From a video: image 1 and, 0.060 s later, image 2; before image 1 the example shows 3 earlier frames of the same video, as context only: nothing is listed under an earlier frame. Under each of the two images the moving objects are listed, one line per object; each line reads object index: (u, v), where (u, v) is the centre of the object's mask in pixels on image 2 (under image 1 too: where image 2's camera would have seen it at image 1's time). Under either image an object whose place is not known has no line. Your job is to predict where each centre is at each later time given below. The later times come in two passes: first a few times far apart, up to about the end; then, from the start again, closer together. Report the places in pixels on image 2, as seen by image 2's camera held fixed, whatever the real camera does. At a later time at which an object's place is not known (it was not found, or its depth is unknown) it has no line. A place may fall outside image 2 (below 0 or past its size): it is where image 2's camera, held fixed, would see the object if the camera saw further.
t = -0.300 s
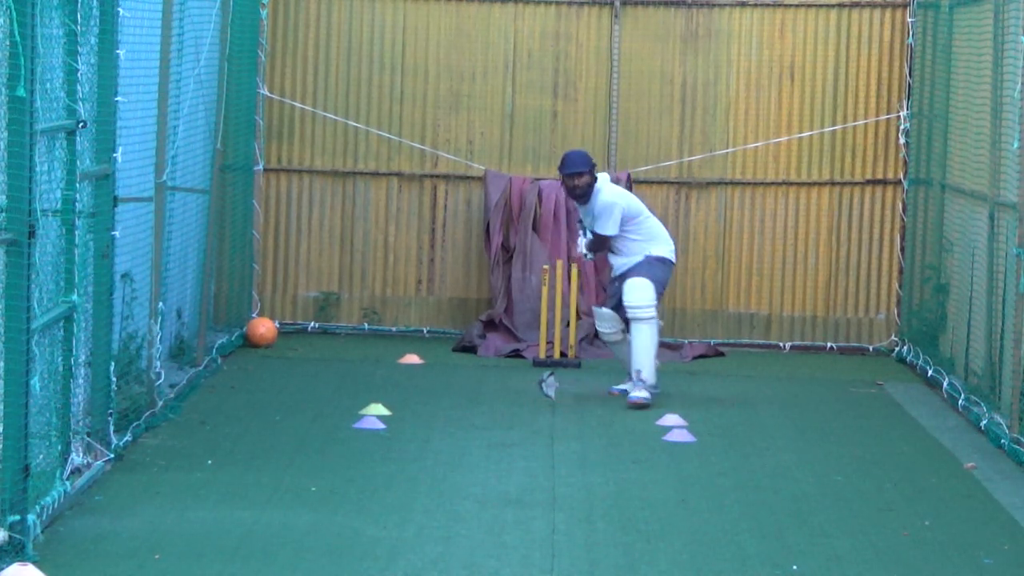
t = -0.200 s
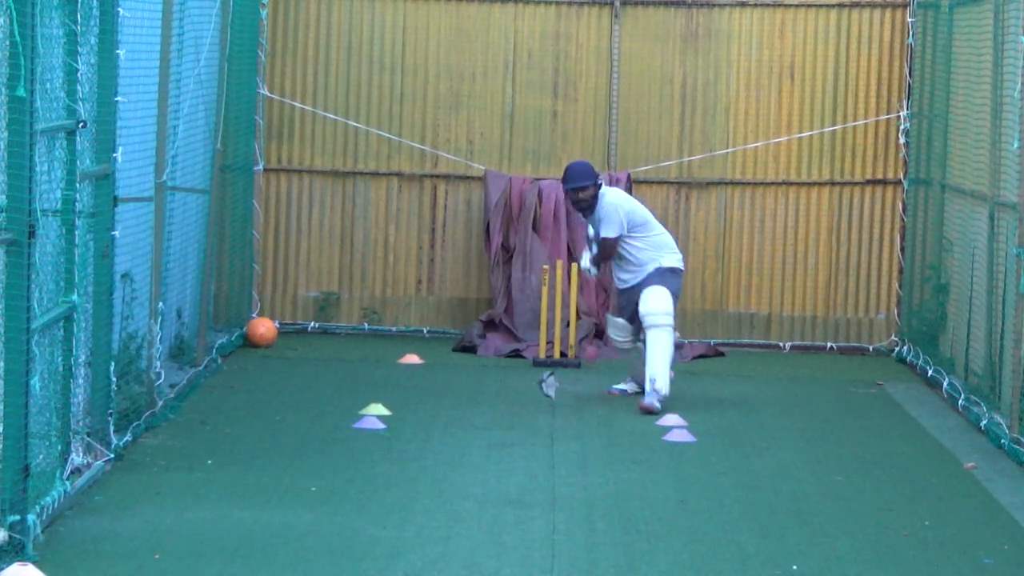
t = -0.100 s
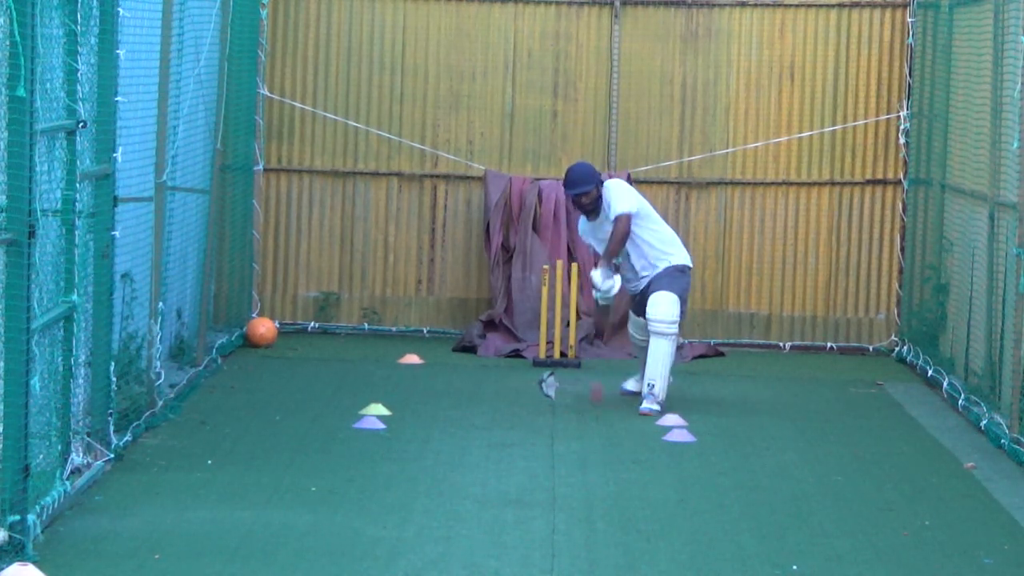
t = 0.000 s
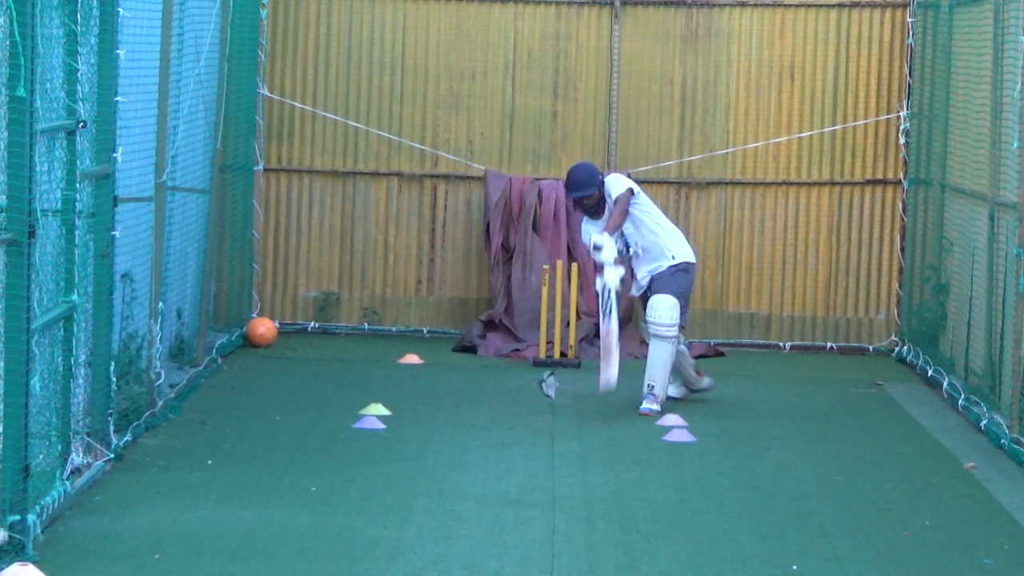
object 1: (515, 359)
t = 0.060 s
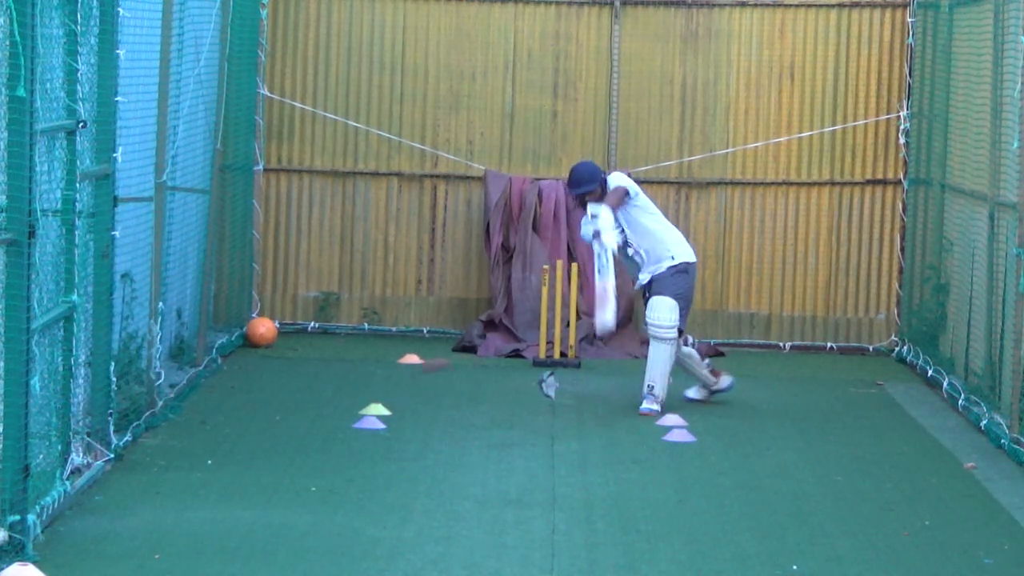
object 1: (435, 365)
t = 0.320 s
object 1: (58, 478)
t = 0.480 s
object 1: (275, 516)
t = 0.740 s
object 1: (481, 470)
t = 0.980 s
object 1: (644, 468)
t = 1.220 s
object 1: (786, 456)
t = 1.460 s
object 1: (911, 445)
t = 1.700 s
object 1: (972, 414)
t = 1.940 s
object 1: (924, 418)
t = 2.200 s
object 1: (899, 400)
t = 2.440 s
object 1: (876, 391)
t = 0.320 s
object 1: (58, 478)
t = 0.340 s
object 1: (86, 480)
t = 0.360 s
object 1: (115, 482)
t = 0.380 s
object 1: (144, 485)
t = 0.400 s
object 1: (170, 490)
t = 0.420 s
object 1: (195, 494)
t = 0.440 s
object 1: (224, 501)
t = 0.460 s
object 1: (249, 507)
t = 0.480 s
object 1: (275, 516)
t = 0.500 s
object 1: (294, 513)
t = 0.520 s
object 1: (311, 503)
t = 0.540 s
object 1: (327, 495)
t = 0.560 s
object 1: (343, 488)
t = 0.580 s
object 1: (360, 482)
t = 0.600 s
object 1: (375, 477)
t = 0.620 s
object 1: (390, 473)
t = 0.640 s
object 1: (407, 470)
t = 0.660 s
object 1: (422, 468)
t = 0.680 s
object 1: (436, 467)
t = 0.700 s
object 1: (451, 467)
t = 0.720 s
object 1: (467, 468)
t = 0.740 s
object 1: (481, 470)
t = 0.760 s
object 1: (496, 472)
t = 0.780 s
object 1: (510, 476)
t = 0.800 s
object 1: (524, 480)
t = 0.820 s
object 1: (538, 486)
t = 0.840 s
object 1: (552, 486)
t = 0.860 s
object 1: (565, 481)
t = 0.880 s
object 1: (579, 476)
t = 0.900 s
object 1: (591, 473)
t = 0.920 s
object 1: (604, 470)
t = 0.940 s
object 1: (618, 469)
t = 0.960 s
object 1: (630, 468)
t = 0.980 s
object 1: (644, 468)
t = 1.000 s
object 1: (655, 469)
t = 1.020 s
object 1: (668, 472)
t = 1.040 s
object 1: (680, 471)
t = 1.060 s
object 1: (693, 468)
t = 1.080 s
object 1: (705, 466)
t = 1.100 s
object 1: (717, 465)
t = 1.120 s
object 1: (729, 463)
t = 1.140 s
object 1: (740, 463)
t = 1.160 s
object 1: (751, 464)
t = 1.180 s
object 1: (764, 461)
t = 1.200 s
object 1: (775, 458)
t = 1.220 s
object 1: (786, 456)
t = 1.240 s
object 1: (797, 453)
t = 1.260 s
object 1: (809, 452)
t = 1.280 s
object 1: (819, 453)
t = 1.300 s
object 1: (829, 454)
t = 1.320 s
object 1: (840, 452)
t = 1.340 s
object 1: (851, 450)
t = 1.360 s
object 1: (861, 447)
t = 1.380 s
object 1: (871, 446)
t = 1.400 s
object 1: (881, 445)
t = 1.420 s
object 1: (891, 444)
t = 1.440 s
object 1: (901, 446)
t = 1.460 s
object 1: (911, 445)
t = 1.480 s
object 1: (922, 442)
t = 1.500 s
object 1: (930, 440)
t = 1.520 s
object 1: (940, 438)
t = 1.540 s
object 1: (950, 438)
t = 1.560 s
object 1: (959, 439)
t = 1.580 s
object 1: (968, 439)
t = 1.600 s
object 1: (978, 437)
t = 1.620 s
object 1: (985, 435)
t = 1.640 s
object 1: (984, 428)
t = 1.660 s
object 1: (979, 422)
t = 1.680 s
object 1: (976, 417)
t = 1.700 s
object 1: (972, 414)
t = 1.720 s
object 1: (967, 409)
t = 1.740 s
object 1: (964, 406)
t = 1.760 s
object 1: (960, 404)
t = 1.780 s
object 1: (955, 403)
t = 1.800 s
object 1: (951, 403)
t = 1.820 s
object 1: (948, 403)
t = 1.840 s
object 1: (944, 403)
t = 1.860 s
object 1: (940, 404)
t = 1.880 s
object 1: (936, 407)
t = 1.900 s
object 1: (932, 410)
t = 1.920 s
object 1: (927, 415)
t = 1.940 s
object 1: (924, 418)
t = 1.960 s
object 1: (922, 414)
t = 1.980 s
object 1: (921, 410)
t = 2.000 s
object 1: (919, 407)
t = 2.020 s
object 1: (916, 405)
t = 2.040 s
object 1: (915, 403)
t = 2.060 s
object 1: (912, 403)
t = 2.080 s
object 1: (911, 403)
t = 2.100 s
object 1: (909, 403)
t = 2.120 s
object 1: (907, 405)
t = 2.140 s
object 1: (905, 407)
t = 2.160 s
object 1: (903, 406)
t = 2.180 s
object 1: (901, 403)
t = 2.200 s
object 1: (899, 400)
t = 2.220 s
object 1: (896, 399)
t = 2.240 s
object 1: (895, 397)
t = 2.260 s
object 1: (893, 397)
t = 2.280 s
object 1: (890, 397)
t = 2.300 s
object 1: (888, 398)
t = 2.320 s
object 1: (887, 398)
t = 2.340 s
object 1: (885, 396)
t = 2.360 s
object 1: (882, 393)
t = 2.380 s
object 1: (881, 392)
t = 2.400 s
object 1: (879, 392)
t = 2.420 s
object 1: (878, 391)
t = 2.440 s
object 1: (876, 391)
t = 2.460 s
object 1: (875, 391)
